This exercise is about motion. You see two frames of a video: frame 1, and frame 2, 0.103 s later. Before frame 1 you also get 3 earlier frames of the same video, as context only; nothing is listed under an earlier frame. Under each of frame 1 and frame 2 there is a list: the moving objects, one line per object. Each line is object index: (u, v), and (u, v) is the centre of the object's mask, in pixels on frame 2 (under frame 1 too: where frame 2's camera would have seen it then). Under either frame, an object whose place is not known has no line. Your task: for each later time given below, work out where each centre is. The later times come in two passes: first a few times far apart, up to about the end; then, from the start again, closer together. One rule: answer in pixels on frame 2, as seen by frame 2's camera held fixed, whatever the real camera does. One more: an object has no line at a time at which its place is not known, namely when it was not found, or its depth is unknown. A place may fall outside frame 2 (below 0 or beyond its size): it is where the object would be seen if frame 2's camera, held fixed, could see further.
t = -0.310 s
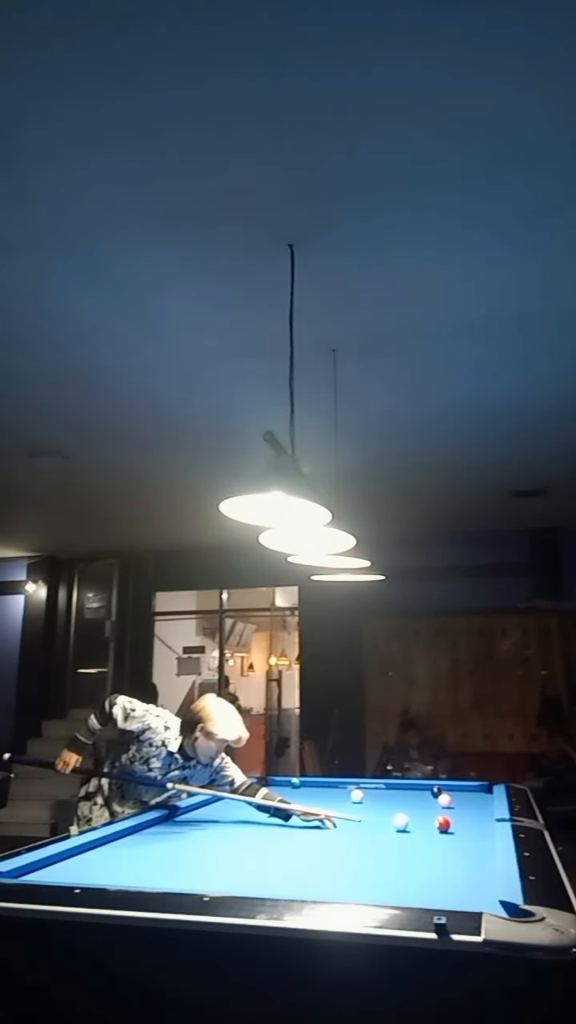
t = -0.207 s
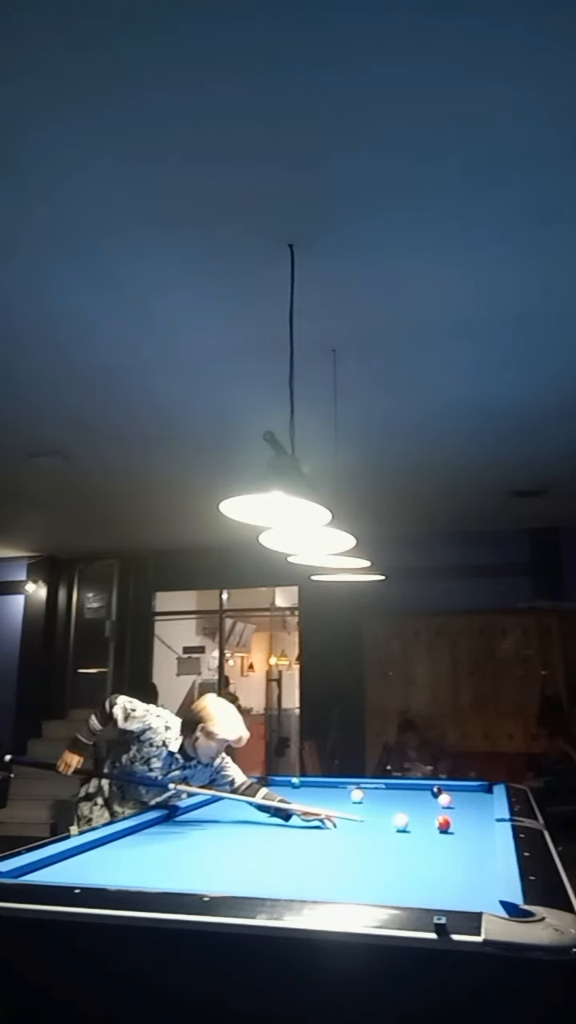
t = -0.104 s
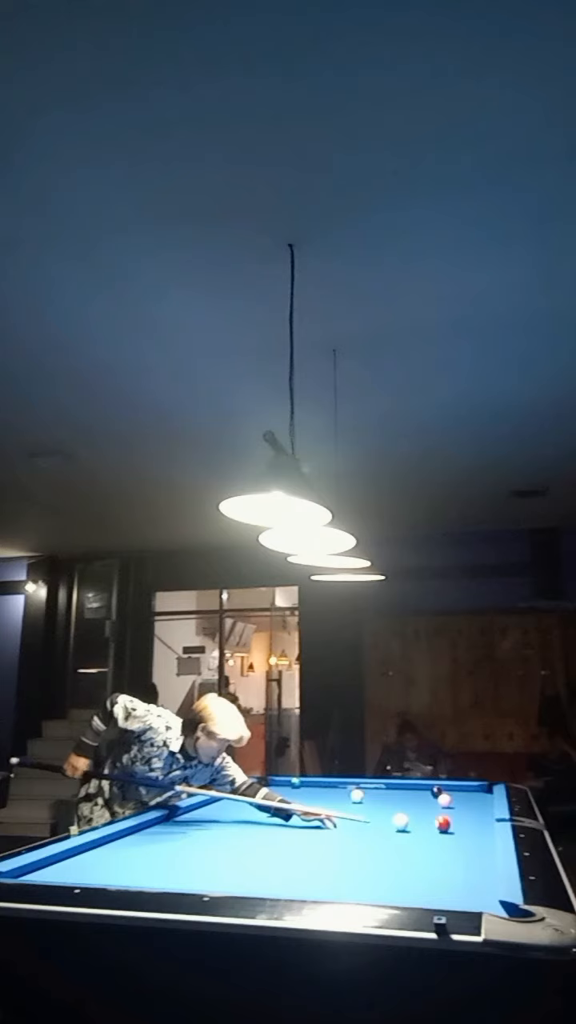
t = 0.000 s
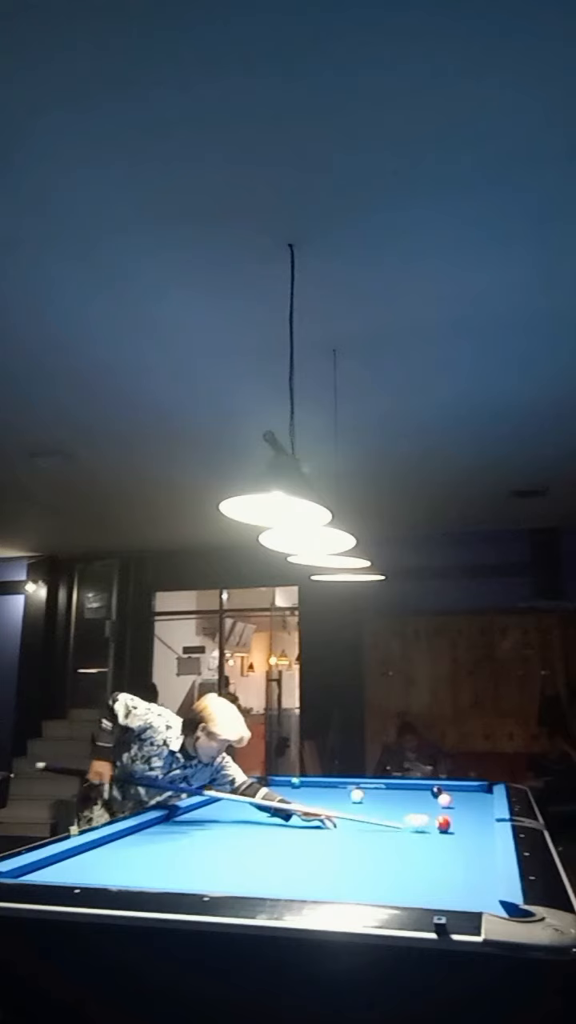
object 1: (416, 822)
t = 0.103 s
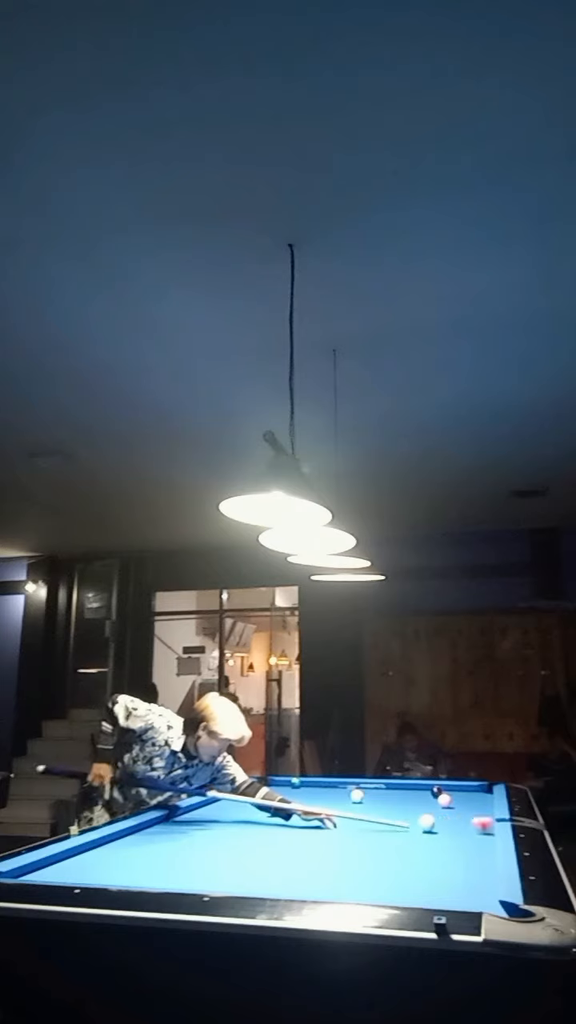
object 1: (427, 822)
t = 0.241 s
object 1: (419, 822)
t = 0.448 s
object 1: (410, 822)
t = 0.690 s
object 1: (398, 822)
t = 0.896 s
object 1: (390, 822)
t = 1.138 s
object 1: (383, 822)
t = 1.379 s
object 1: (378, 822)
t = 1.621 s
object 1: (372, 822)
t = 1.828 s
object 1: (370, 822)
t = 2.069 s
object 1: (368, 822)
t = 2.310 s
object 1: (368, 822)
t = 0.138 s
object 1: (425, 822)
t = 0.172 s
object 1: (423, 822)
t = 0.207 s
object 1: (421, 822)
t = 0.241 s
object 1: (419, 822)
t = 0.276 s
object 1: (418, 822)
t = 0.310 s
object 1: (416, 822)
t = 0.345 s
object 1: (414, 822)
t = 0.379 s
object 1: (413, 822)
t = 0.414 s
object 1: (411, 822)
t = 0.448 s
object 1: (410, 822)
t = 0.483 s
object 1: (408, 822)
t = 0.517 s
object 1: (405, 822)
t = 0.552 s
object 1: (404, 822)
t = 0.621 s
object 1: (400, 822)
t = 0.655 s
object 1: (399, 822)
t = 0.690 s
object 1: (398, 822)
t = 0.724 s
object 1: (396, 822)
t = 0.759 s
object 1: (395, 822)
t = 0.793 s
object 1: (394, 822)
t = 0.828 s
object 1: (392, 822)
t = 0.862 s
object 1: (391, 822)
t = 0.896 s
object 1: (390, 822)
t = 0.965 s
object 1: (388, 822)
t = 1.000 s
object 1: (387, 822)
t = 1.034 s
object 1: (386, 822)
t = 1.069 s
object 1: (385, 822)
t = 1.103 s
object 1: (384, 822)
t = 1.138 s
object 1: (383, 822)
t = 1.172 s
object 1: (382, 822)
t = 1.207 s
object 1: (381, 822)
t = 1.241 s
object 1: (380, 822)
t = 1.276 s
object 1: (379, 822)
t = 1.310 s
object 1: (379, 822)
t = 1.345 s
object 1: (378, 822)
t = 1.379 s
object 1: (378, 822)
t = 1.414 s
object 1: (377, 822)
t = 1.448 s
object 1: (376, 822)
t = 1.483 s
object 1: (375, 822)
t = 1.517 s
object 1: (374, 822)
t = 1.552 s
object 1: (374, 822)
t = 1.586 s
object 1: (373, 822)
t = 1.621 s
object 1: (372, 822)
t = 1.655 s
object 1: (372, 822)
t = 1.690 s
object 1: (371, 822)
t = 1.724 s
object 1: (371, 822)
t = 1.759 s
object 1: (371, 822)
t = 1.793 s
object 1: (370, 822)
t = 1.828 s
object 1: (370, 822)
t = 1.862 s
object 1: (370, 822)
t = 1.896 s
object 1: (369, 822)
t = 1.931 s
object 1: (369, 822)
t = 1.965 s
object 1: (369, 822)
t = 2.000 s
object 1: (369, 822)
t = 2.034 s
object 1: (368, 822)
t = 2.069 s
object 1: (368, 822)
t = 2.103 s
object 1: (368, 822)
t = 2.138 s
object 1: (368, 822)
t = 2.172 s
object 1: (368, 822)
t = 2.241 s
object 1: (368, 822)
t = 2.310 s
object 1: (368, 822)
